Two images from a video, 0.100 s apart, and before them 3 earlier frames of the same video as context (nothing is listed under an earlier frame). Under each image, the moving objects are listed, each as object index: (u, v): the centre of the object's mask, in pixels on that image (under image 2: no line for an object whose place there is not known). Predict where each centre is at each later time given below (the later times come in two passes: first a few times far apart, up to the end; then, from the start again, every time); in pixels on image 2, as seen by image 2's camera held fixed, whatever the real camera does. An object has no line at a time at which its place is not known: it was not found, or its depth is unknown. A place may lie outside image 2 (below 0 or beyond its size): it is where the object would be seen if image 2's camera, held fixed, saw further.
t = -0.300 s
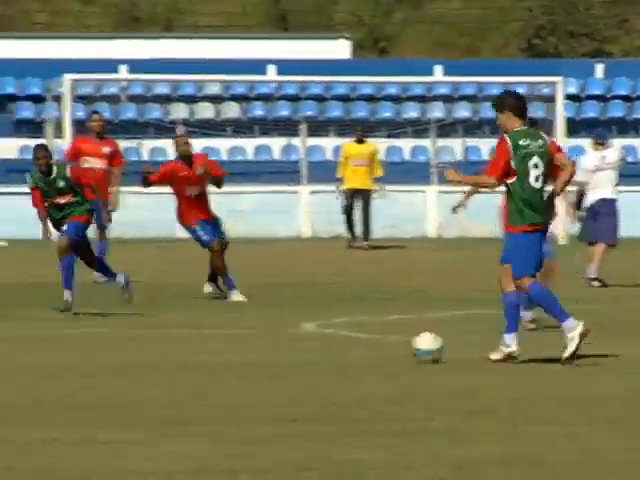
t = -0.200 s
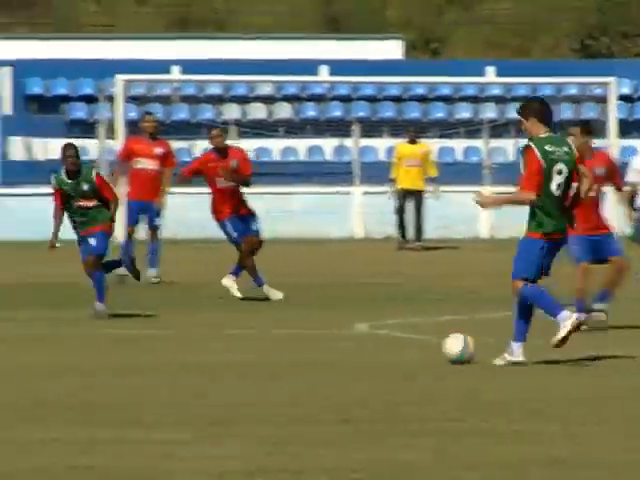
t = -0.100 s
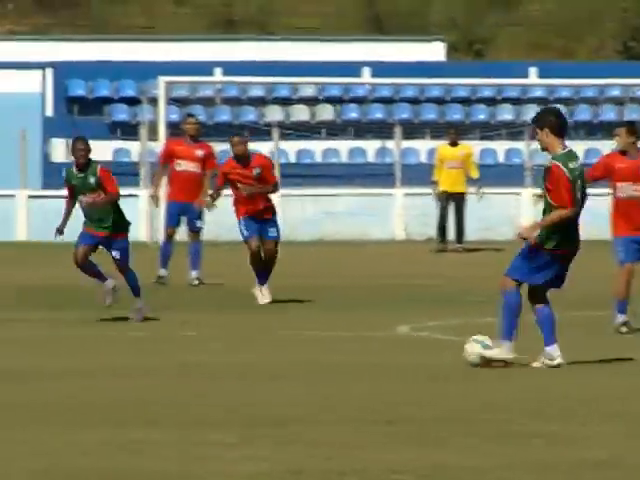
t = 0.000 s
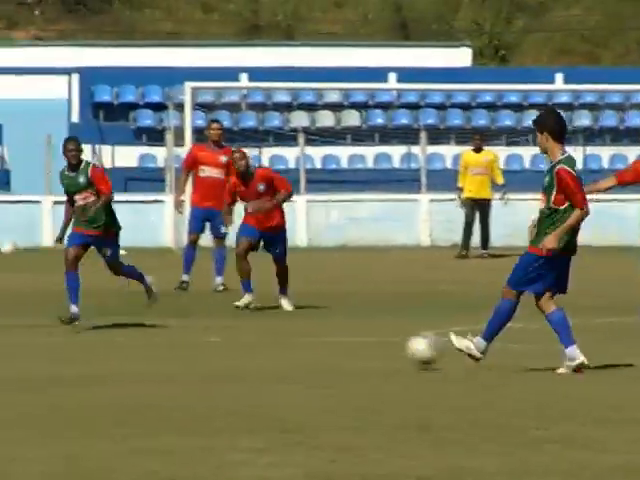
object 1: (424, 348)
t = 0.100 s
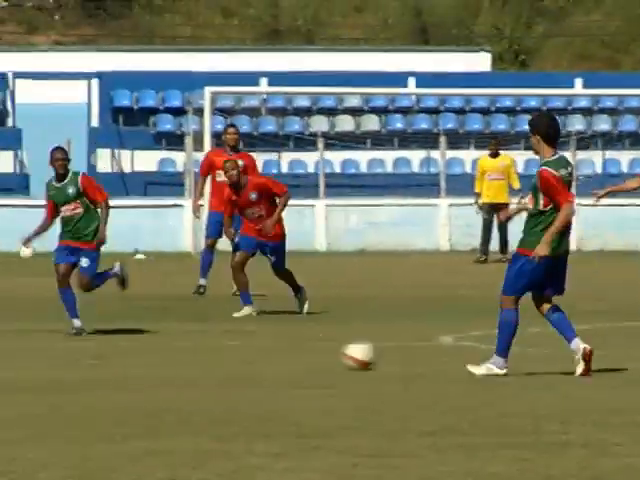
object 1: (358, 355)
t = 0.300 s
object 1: (216, 343)
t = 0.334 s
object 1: (193, 347)
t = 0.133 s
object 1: (334, 352)
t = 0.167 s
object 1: (309, 346)
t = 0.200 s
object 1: (285, 344)
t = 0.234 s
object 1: (262, 342)
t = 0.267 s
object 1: (238, 341)
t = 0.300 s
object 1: (216, 343)
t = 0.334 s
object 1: (193, 347)
